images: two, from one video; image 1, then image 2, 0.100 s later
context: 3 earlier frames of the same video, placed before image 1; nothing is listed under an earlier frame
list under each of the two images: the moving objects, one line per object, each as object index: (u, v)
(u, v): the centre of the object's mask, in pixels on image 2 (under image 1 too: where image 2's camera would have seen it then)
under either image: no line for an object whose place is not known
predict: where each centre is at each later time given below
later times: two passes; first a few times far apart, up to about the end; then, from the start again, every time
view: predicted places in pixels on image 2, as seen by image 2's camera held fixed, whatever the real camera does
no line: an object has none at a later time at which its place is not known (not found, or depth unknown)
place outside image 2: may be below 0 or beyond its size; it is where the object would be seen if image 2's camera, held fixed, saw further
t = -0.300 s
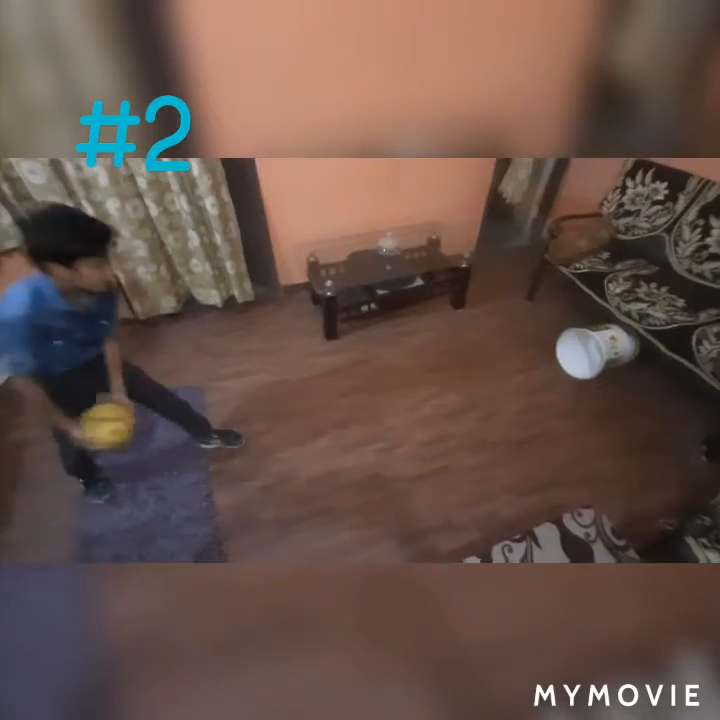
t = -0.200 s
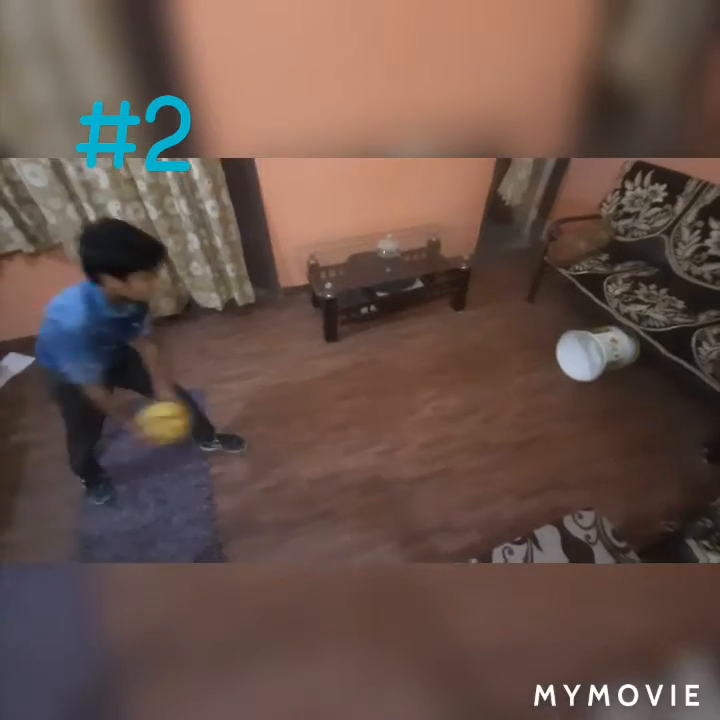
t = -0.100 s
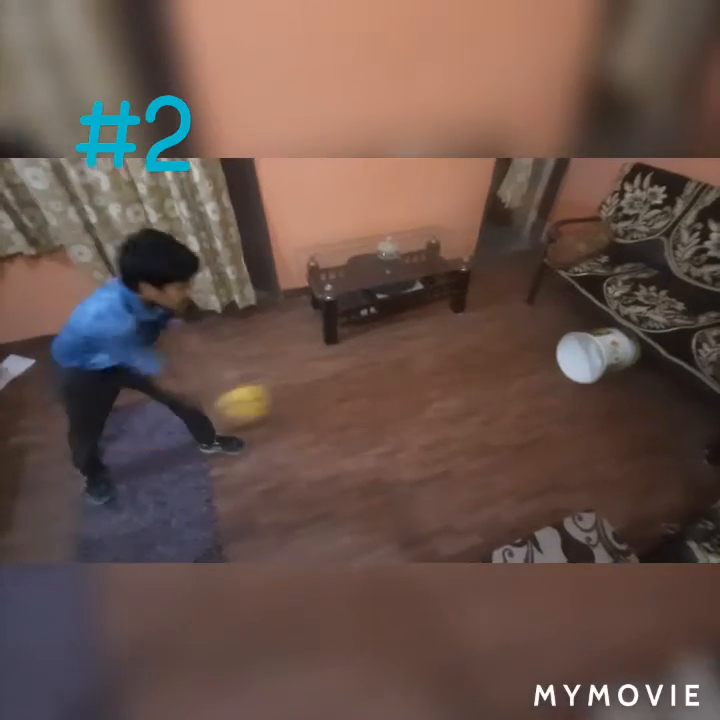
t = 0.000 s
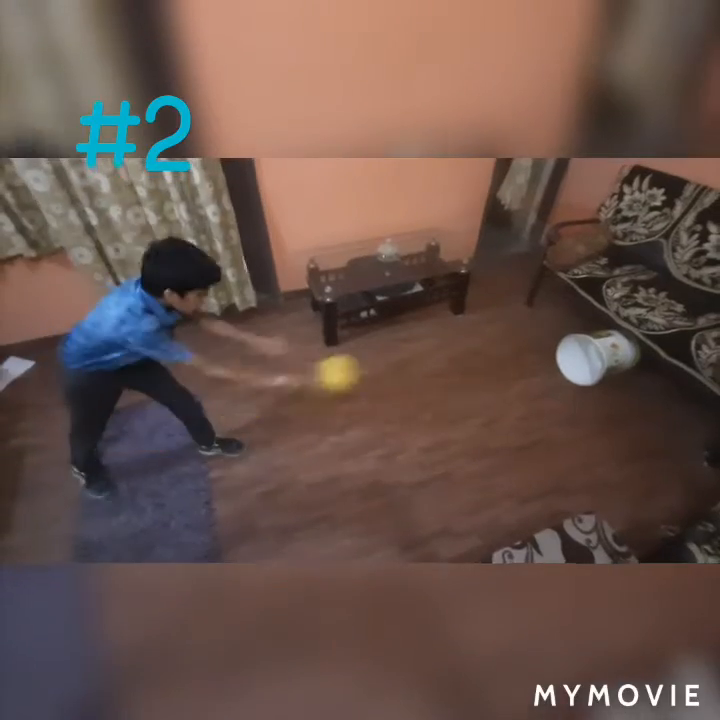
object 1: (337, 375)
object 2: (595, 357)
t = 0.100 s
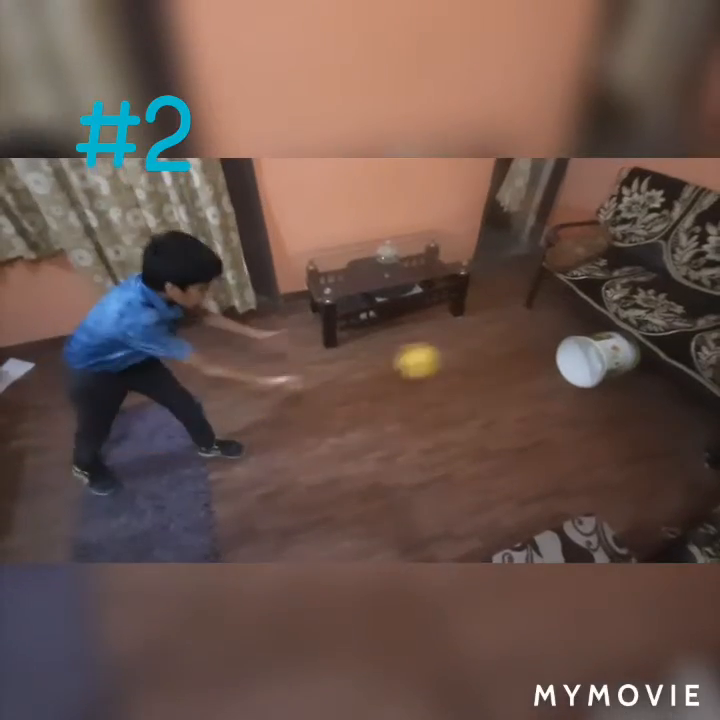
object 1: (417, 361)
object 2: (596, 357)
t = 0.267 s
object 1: (521, 365)
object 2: (597, 358)
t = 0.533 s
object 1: (565, 354)
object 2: (595, 353)
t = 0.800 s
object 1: (534, 350)
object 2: (597, 353)
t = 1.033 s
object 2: (597, 353)
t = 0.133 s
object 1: (442, 359)
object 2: (596, 357)
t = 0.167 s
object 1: (464, 359)
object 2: (596, 358)
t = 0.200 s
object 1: (485, 360)
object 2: (597, 358)
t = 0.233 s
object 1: (504, 362)
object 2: (597, 358)
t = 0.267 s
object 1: (521, 365)
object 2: (597, 358)
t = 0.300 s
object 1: (535, 369)
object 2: (597, 358)
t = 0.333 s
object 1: (546, 366)
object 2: (598, 358)
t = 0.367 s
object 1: (558, 357)
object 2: (601, 358)
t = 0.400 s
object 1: (567, 352)
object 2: (604, 358)
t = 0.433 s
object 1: (575, 348)
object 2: (597, 355)
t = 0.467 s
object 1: (574, 349)
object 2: (596, 354)
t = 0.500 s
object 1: (570, 351)
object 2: (596, 353)
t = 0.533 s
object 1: (565, 354)
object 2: (595, 353)
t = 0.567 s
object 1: (560, 359)
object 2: (593, 353)
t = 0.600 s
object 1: (553, 362)
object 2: (598, 352)
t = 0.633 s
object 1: (550, 359)
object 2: (590, 353)
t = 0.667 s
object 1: (547, 355)
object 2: (589, 353)
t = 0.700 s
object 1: (544, 353)
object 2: (588, 353)
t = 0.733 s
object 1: (541, 353)
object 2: (597, 352)
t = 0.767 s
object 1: (537, 352)
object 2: (597, 353)
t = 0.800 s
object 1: (534, 350)
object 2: (597, 353)
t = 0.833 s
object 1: (531, 348)
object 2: (597, 353)
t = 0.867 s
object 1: (528, 346)
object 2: (597, 353)
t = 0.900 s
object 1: (525, 344)
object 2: (597, 353)
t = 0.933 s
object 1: (521, 343)
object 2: (597, 353)
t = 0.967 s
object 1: (519, 342)
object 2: (597, 353)
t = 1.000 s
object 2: (597, 353)
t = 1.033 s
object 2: (597, 353)
